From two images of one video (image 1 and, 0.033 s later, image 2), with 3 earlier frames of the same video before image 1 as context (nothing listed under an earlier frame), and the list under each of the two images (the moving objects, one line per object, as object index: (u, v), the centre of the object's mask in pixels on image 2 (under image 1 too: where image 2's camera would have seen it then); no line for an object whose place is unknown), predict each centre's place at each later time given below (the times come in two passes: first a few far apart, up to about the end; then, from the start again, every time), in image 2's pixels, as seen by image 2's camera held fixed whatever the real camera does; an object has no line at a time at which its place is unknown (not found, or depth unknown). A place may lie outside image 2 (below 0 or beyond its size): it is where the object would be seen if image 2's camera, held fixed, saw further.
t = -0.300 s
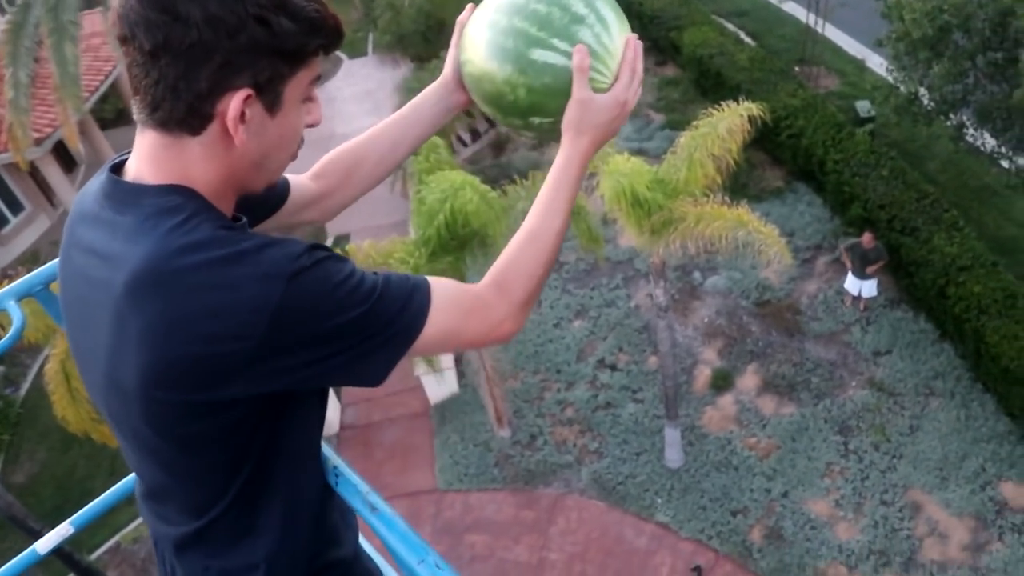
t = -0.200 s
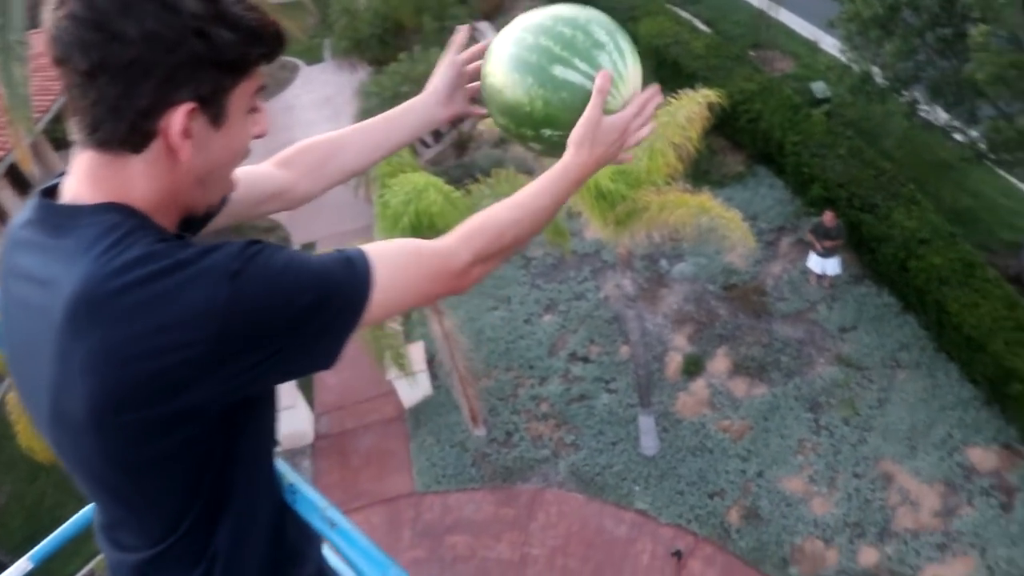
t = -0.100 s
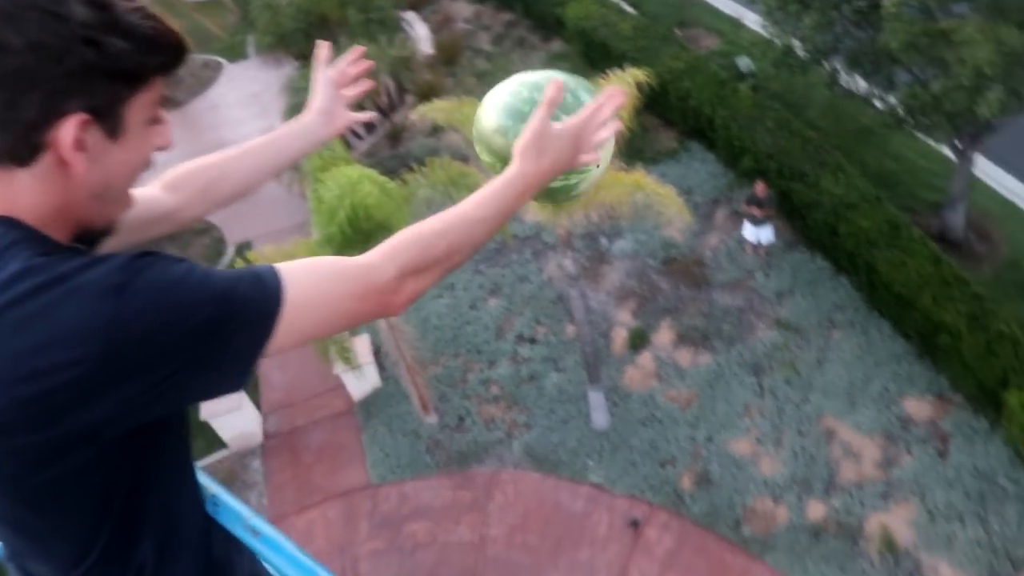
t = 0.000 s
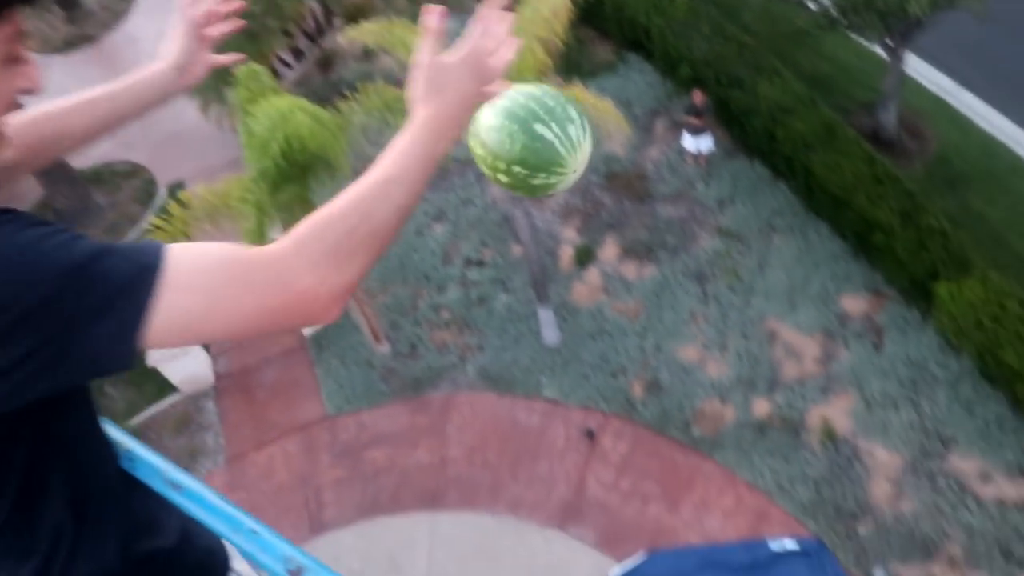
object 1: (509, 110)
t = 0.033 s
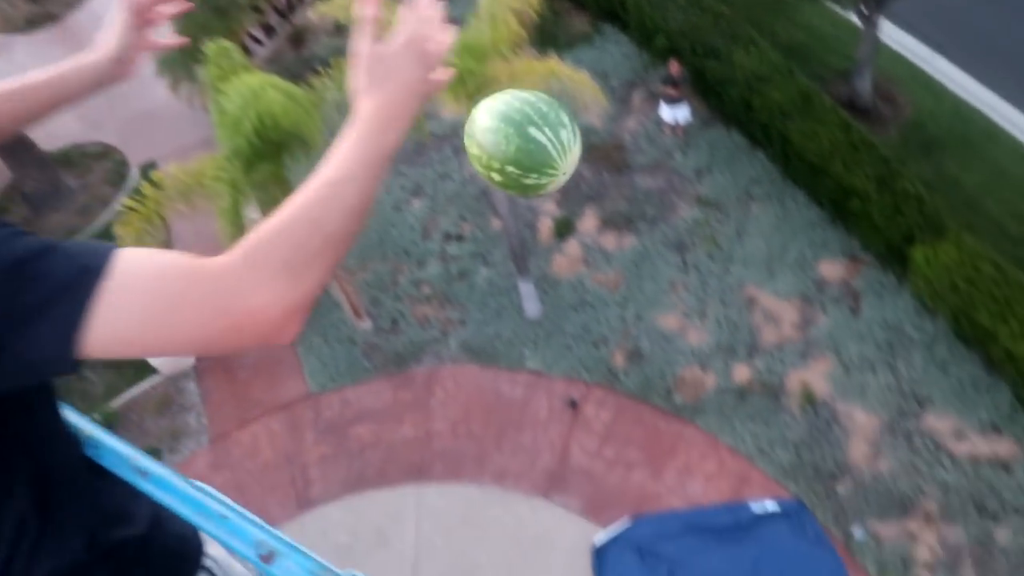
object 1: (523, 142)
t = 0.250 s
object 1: (602, 316)
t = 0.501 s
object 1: (658, 460)
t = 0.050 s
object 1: (531, 156)
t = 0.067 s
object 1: (538, 171)
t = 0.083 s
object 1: (545, 186)
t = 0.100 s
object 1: (551, 199)
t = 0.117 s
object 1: (558, 214)
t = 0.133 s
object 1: (564, 227)
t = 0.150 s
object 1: (570, 240)
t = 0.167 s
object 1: (575, 254)
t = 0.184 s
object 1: (581, 267)
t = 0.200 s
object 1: (587, 280)
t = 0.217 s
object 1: (592, 292)
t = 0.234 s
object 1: (597, 304)
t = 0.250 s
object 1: (602, 316)
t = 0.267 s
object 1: (607, 328)
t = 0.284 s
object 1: (612, 340)
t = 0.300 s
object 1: (616, 351)
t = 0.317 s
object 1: (621, 361)
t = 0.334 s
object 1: (625, 372)
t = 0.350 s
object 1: (629, 382)
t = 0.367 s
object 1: (632, 391)
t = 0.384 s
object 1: (636, 401)
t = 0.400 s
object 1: (639, 410)
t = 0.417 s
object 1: (643, 419)
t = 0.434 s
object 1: (646, 427)
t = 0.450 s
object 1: (649, 436)
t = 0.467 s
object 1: (652, 444)
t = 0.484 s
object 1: (655, 452)
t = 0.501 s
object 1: (658, 460)
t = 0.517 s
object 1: (660, 467)
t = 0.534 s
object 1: (663, 474)
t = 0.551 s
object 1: (665, 481)
